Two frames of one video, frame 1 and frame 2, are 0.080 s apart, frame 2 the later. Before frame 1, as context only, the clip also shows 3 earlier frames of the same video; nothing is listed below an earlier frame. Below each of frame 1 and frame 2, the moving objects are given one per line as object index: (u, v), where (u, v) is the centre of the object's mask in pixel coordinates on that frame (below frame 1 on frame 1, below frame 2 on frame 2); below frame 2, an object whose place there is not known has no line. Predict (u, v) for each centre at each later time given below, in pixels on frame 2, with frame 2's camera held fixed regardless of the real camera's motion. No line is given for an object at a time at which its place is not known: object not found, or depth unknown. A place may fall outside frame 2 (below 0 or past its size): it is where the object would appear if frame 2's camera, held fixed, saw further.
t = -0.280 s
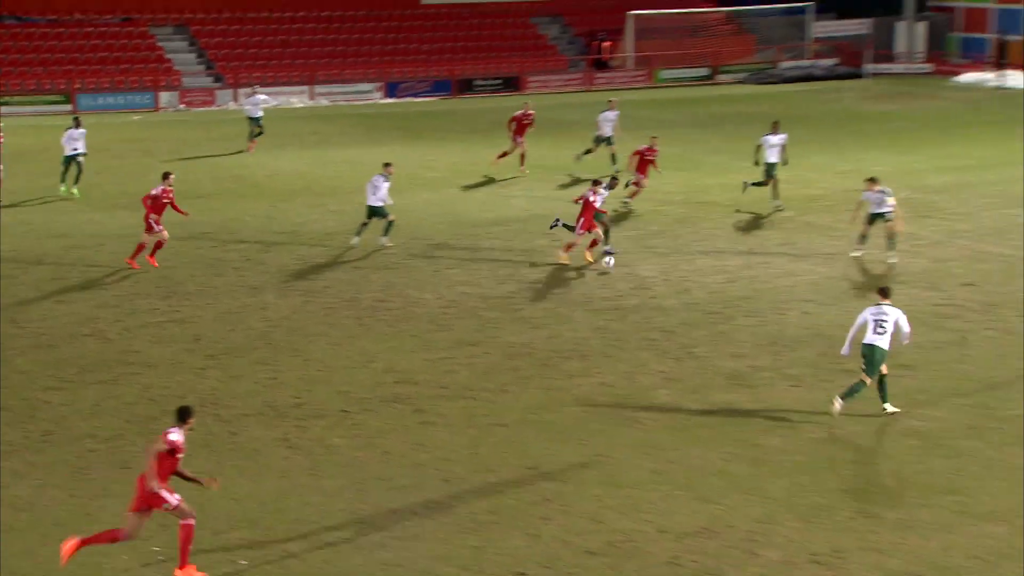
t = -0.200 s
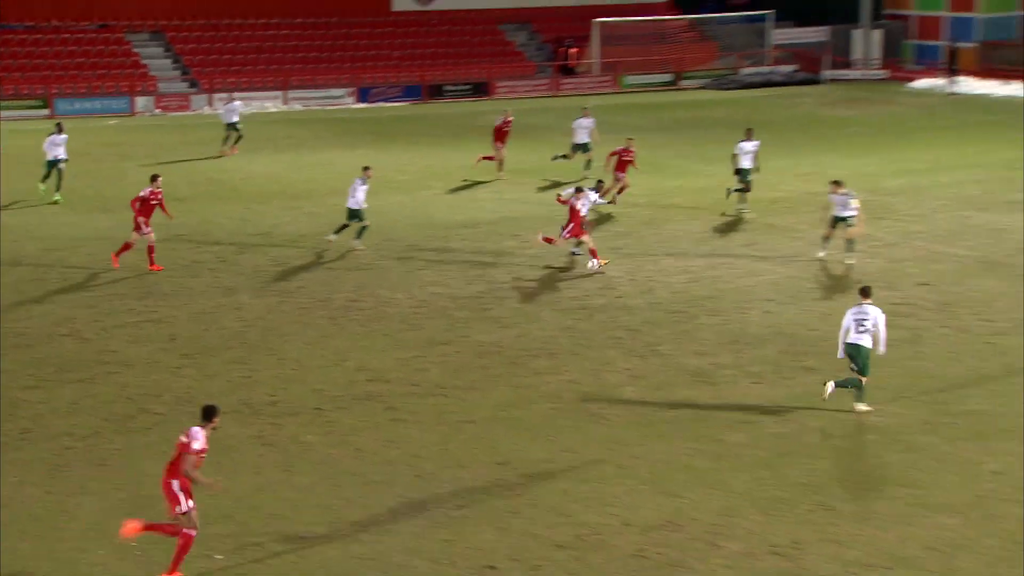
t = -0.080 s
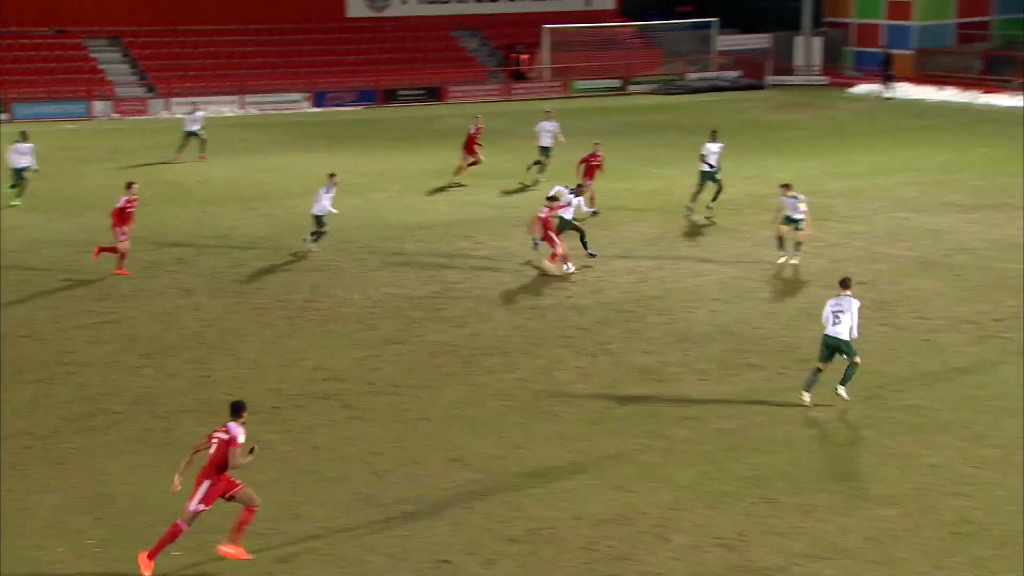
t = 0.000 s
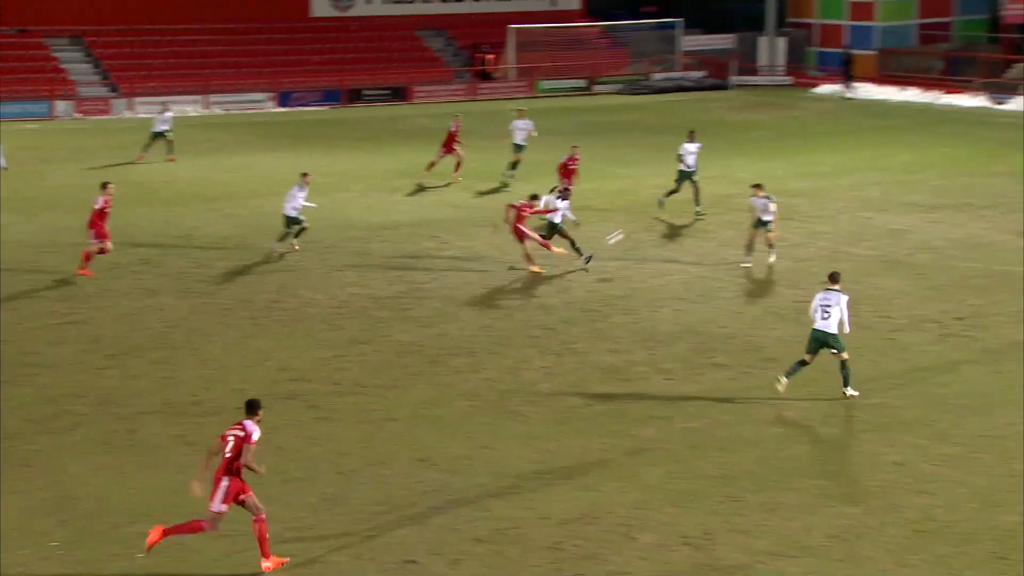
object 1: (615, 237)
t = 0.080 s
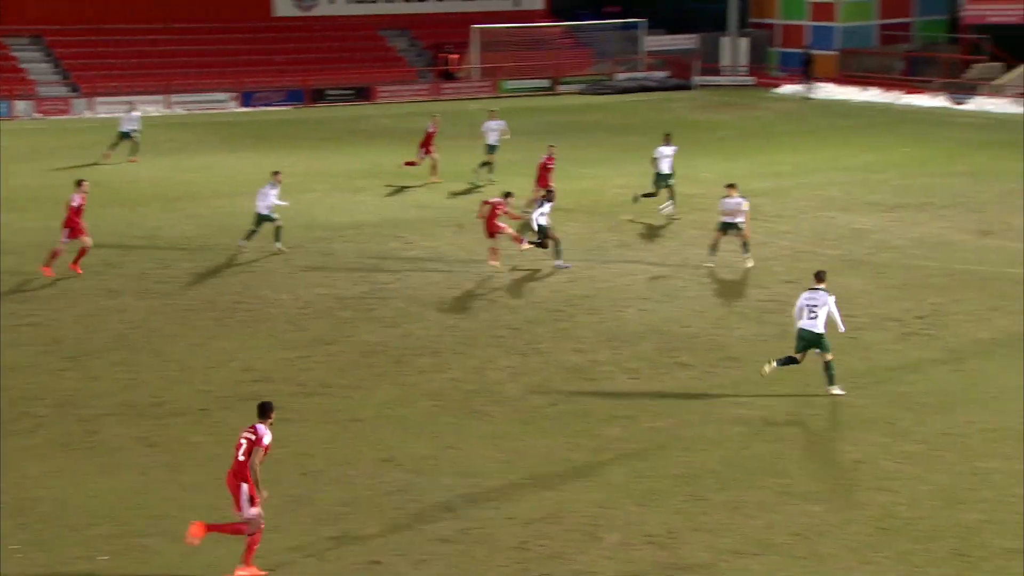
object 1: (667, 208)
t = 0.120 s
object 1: (707, 195)
